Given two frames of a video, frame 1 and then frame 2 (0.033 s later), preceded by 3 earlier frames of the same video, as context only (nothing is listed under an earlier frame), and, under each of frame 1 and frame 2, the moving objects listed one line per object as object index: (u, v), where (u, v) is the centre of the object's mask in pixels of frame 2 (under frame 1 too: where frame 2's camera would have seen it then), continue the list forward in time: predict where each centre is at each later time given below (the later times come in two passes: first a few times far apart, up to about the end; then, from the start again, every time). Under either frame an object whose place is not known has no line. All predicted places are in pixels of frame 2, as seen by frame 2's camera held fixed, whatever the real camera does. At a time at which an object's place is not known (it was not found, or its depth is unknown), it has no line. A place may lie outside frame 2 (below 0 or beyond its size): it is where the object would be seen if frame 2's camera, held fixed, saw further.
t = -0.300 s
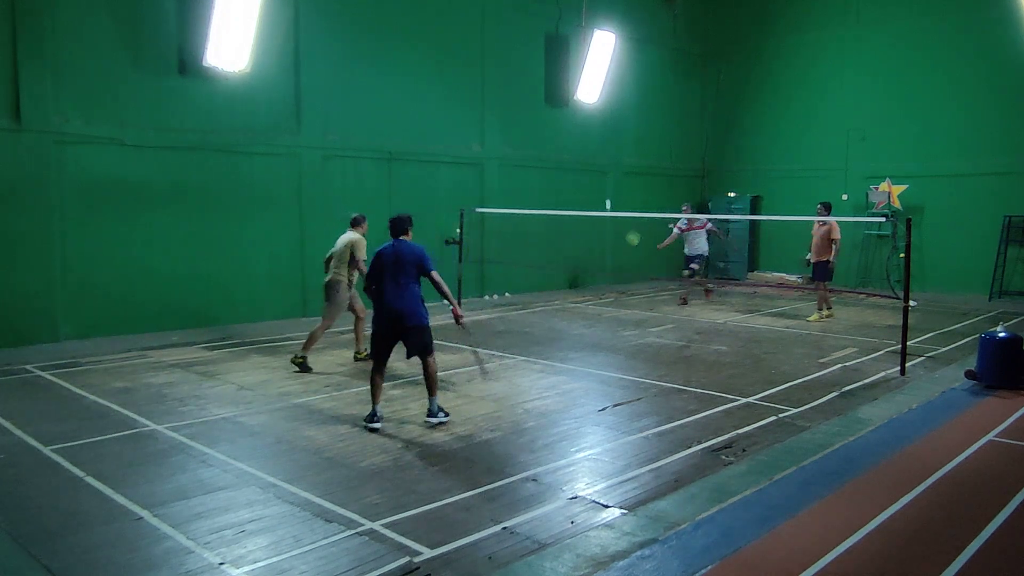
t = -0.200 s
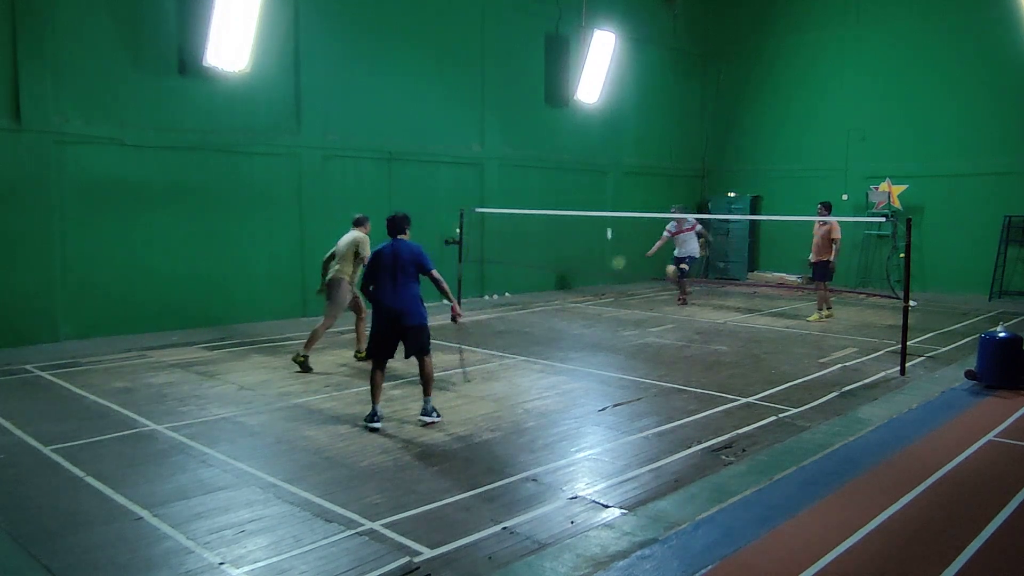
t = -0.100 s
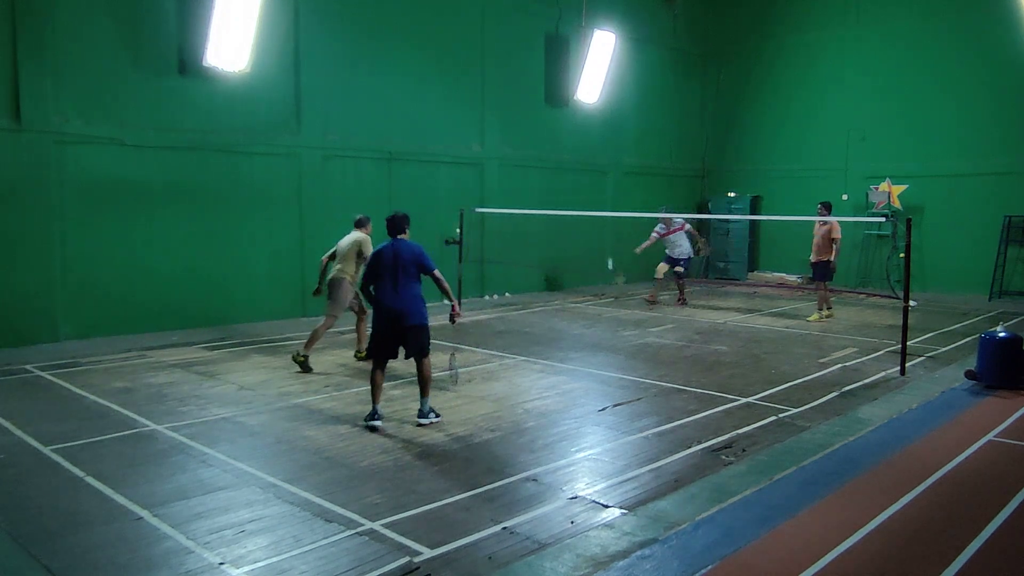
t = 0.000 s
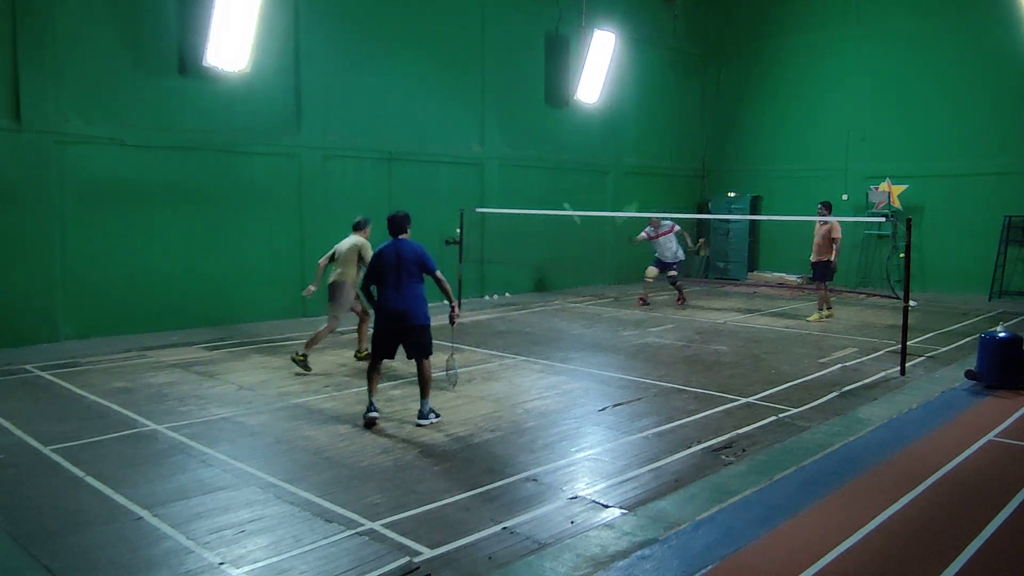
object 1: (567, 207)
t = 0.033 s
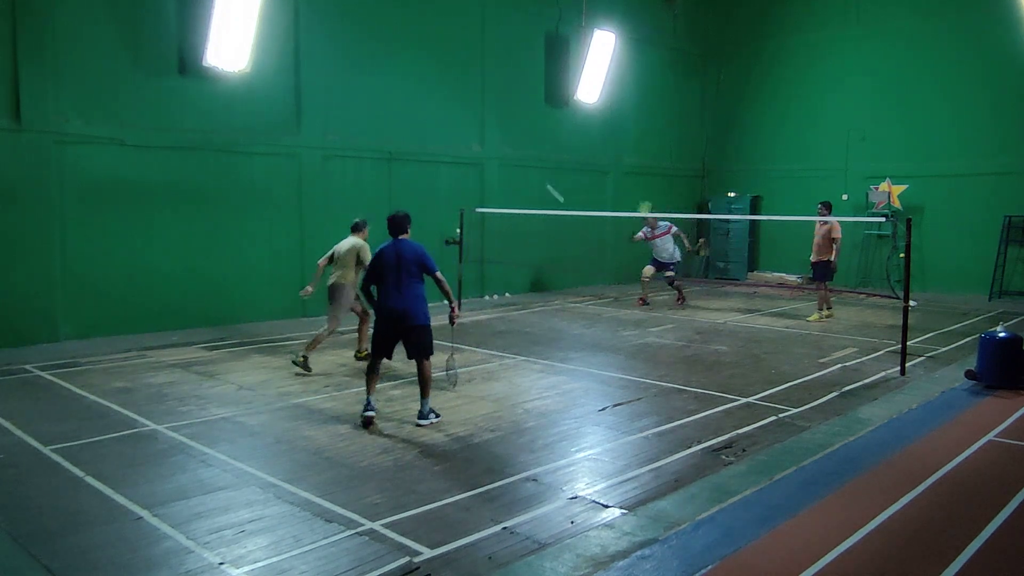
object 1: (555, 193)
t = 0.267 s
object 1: (455, 90)
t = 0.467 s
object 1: (380, 43)
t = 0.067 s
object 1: (538, 175)
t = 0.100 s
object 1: (522, 157)
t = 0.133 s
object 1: (509, 142)
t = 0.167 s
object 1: (495, 127)
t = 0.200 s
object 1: (481, 113)
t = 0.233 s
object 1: (467, 100)
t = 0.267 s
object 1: (455, 90)
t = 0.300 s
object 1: (442, 79)
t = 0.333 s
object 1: (429, 70)
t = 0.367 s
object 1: (416, 61)
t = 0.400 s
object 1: (404, 54)
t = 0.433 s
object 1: (392, 48)
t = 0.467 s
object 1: (380, 43)
